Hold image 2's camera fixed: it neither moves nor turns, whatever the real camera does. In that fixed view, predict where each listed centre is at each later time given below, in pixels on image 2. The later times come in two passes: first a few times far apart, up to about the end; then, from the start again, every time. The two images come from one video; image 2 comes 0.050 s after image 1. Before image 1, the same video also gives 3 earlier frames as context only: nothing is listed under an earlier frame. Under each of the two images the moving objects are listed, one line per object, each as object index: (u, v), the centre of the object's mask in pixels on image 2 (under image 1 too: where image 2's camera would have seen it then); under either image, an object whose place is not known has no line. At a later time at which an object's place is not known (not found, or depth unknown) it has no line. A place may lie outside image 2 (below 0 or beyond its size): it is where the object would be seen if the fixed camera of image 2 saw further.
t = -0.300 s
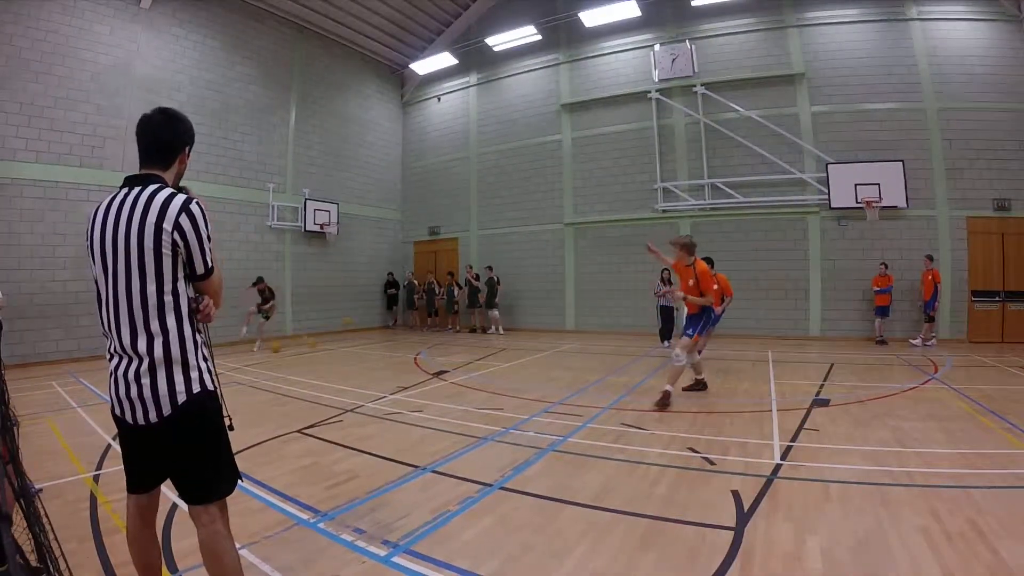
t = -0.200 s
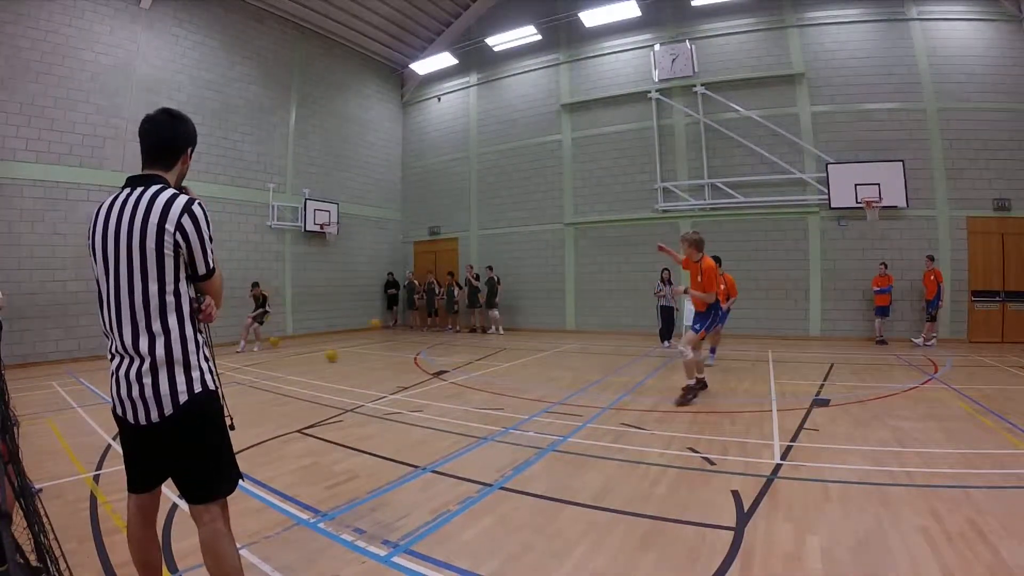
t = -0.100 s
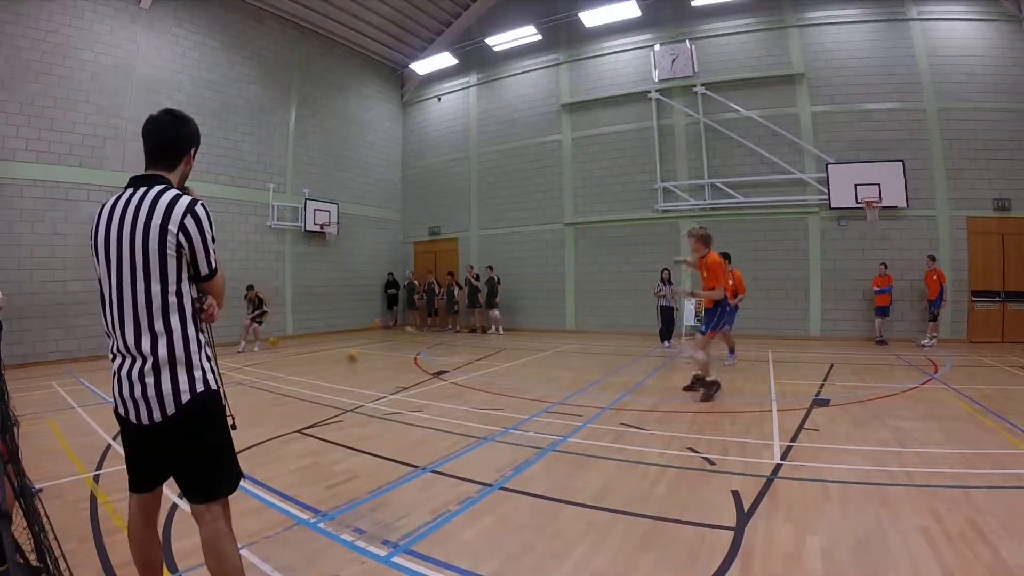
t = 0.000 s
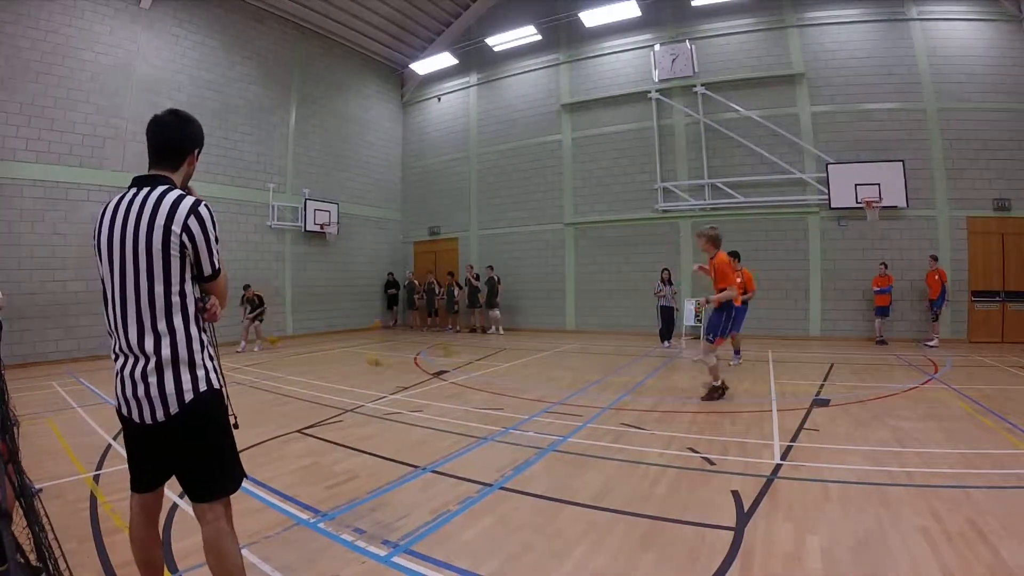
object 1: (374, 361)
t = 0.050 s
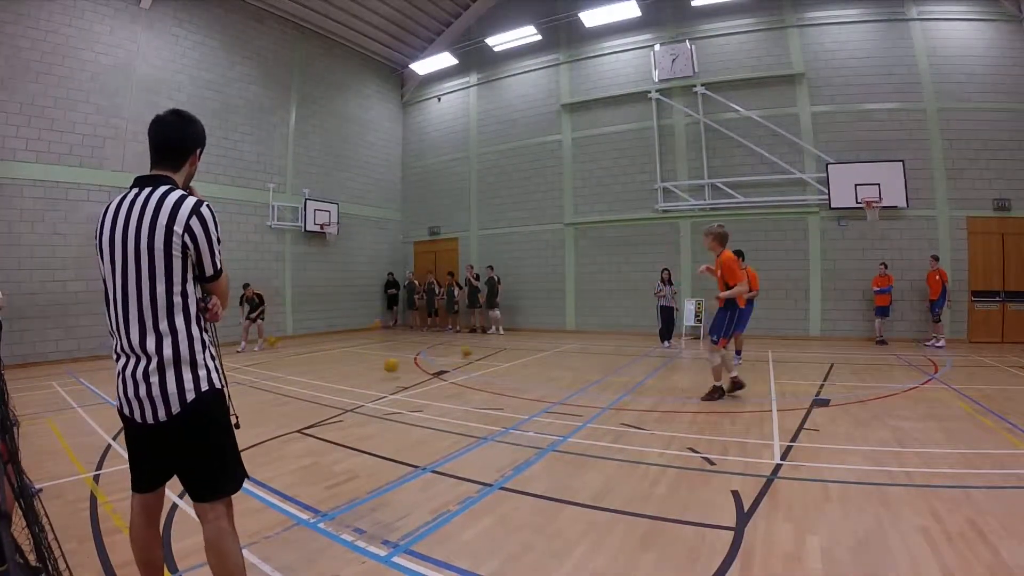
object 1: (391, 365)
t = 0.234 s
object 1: (445, 382)
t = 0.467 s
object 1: (538, 407)
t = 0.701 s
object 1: (658, 438)
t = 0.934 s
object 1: (802, 477)
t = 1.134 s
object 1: (936, 513)
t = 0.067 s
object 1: (395, 367)
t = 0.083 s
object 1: (400, 369)
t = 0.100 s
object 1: (404, 374)
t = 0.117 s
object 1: (409, 377)
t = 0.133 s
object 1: (415, 381)
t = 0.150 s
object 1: (421, 382)
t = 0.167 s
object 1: (426, 382)
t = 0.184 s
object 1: (431, 382)
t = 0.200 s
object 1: (435, 380)
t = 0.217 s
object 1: (441, 381)
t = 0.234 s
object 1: (445, 382)
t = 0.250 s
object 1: (452, 383)
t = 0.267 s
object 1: (456, 384)
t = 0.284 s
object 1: (463, 385)
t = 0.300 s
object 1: (470, 388)
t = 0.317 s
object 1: (476, 390)
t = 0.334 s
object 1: (483, 393)
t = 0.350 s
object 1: (488, 397)
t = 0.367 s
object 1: (496, 401)
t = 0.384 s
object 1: (503, 404)
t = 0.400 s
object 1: (510, 406)
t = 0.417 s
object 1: (517, 407)
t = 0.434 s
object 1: (523, 407)
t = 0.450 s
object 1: (530, 406)
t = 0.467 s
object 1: (538, 407)
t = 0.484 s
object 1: (545, 408)
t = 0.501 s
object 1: (554, 410)
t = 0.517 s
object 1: (561, 412)
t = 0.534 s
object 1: (568, 416)
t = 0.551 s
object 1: (577, 419)
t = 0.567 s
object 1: (586, 424)
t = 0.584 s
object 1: (594, 427)
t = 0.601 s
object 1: (604, 430)
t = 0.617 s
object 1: (612, 433)
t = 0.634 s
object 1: (621, 435)
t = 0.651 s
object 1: (629, 435)
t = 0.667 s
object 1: (638, 434)
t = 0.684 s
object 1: (648, 437)
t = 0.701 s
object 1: (658, 438)
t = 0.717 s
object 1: (668, 438)
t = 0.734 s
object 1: (677, 440)
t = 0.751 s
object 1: (687, 441)
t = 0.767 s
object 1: (696, 446)
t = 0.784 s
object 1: (707, 449)
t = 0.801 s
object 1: (717, 454)
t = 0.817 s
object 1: (728, 456)
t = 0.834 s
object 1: (741, 464)
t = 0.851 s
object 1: (751, 468)
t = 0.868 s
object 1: (761, 471)
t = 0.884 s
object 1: (770, 472)
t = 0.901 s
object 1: (780, 474)
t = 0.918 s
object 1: (791, 475)
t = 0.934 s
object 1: (802, 477)
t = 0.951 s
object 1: (813, 478)
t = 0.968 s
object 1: (824, 479)
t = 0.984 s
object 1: (835, 482)
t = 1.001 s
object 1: (847, 486)
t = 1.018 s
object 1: (857, 493)
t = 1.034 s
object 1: (869, 496)
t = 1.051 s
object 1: (879, 500)
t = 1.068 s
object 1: (890, 504)
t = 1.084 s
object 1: (902, 506)
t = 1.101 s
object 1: (913, 508)
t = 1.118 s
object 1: (925, 510)
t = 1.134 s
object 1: (936, 513)
